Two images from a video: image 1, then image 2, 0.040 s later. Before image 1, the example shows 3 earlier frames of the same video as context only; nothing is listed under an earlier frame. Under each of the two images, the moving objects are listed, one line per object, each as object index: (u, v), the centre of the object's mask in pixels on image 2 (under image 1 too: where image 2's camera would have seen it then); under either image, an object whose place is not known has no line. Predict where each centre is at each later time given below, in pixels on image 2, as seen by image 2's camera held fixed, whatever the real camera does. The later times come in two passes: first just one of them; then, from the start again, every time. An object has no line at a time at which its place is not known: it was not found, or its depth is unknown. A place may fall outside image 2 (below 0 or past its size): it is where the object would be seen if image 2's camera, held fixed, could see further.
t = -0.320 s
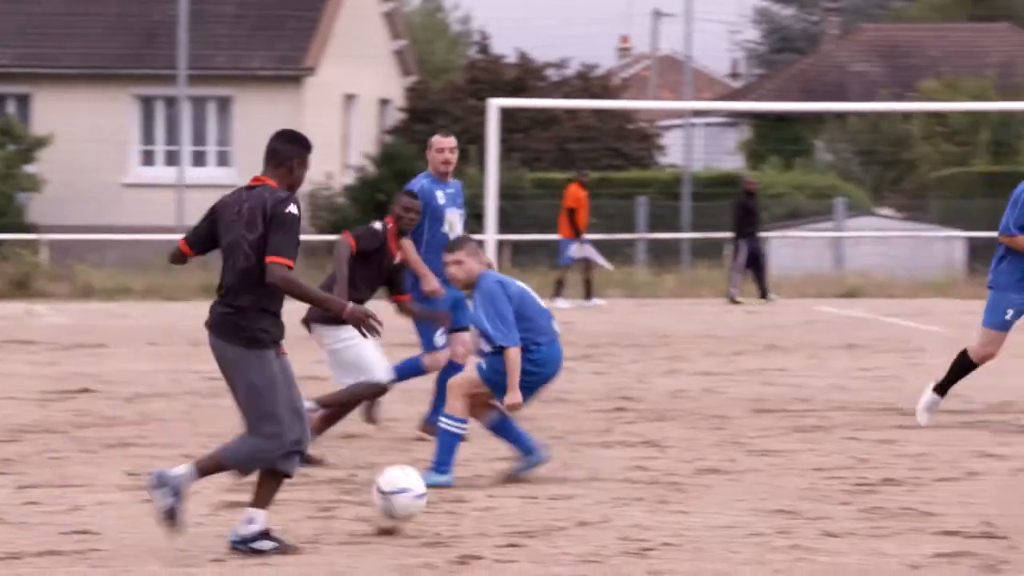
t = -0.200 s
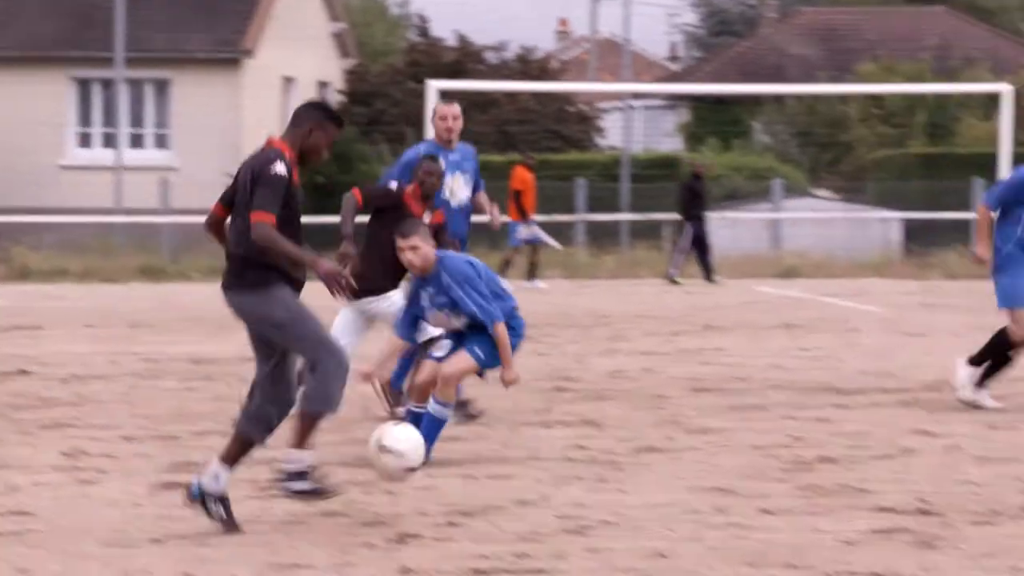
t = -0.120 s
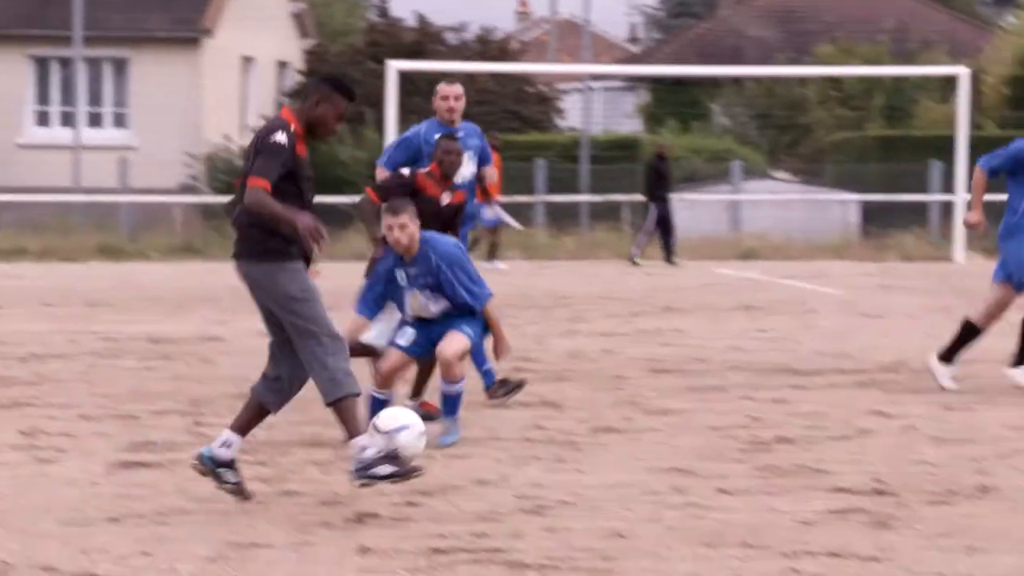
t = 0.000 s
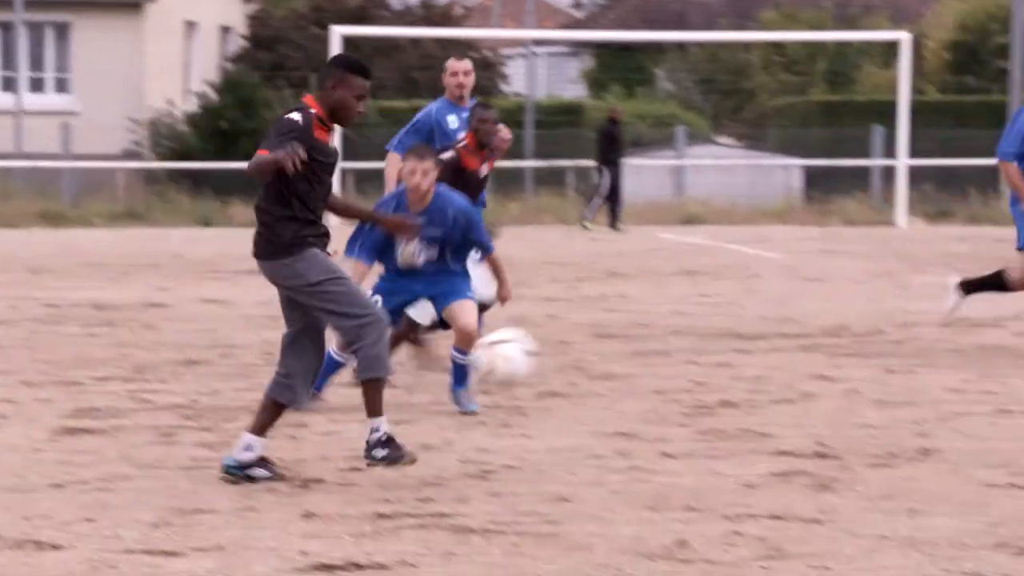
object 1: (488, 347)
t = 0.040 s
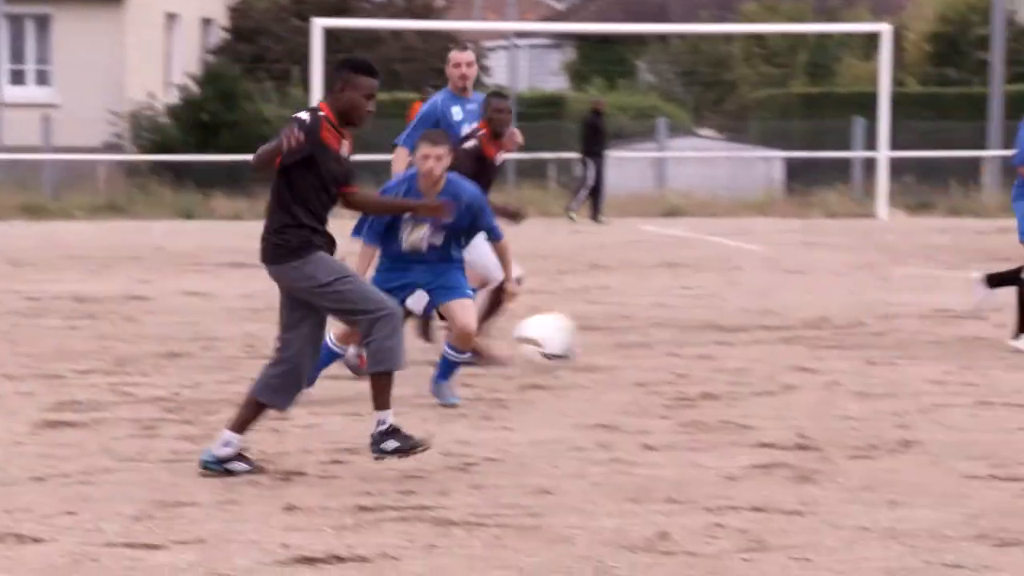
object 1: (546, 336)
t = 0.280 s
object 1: (910, 381)
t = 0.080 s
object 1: (604, 335)
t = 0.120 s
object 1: (662, 336)
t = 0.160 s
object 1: (723, 341)
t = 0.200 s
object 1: (783, 350)
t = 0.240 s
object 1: (847, 364)
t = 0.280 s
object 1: (910, 381)
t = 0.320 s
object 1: (979, 406)
